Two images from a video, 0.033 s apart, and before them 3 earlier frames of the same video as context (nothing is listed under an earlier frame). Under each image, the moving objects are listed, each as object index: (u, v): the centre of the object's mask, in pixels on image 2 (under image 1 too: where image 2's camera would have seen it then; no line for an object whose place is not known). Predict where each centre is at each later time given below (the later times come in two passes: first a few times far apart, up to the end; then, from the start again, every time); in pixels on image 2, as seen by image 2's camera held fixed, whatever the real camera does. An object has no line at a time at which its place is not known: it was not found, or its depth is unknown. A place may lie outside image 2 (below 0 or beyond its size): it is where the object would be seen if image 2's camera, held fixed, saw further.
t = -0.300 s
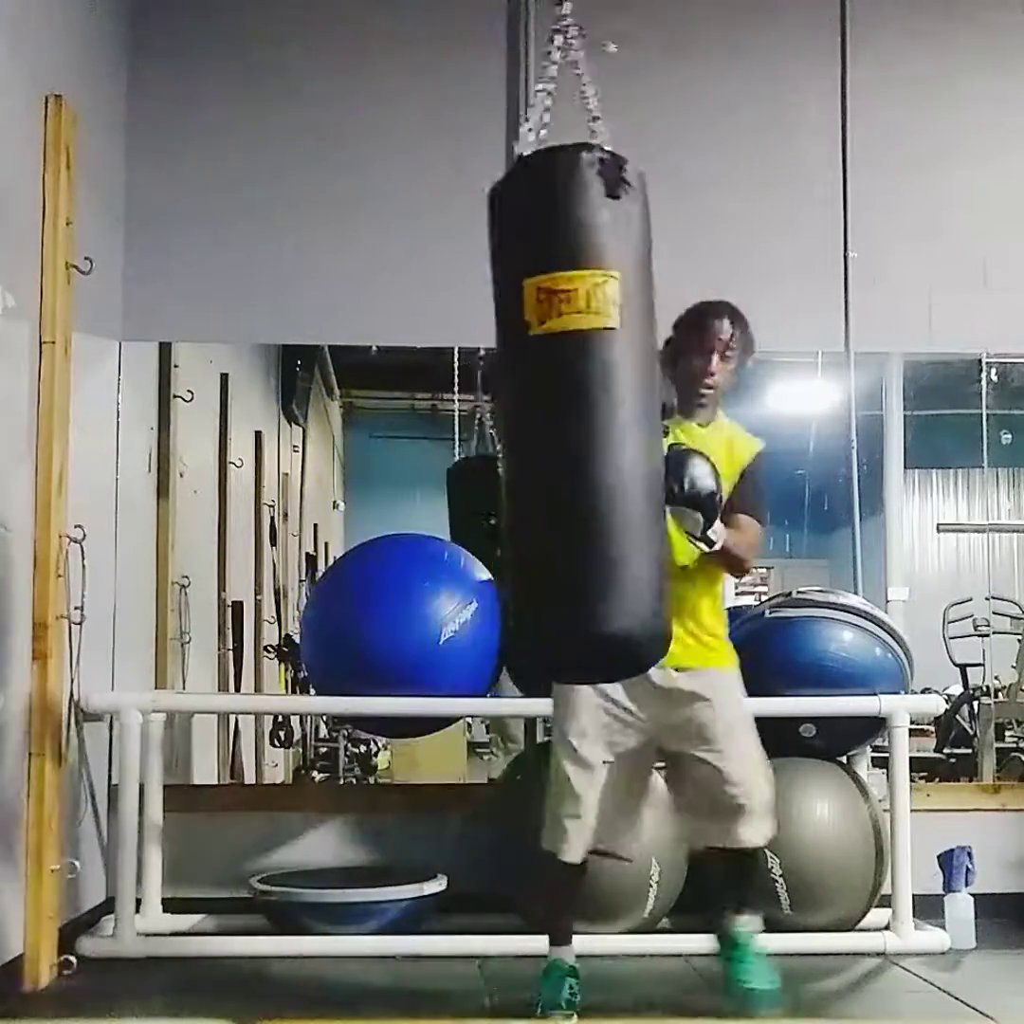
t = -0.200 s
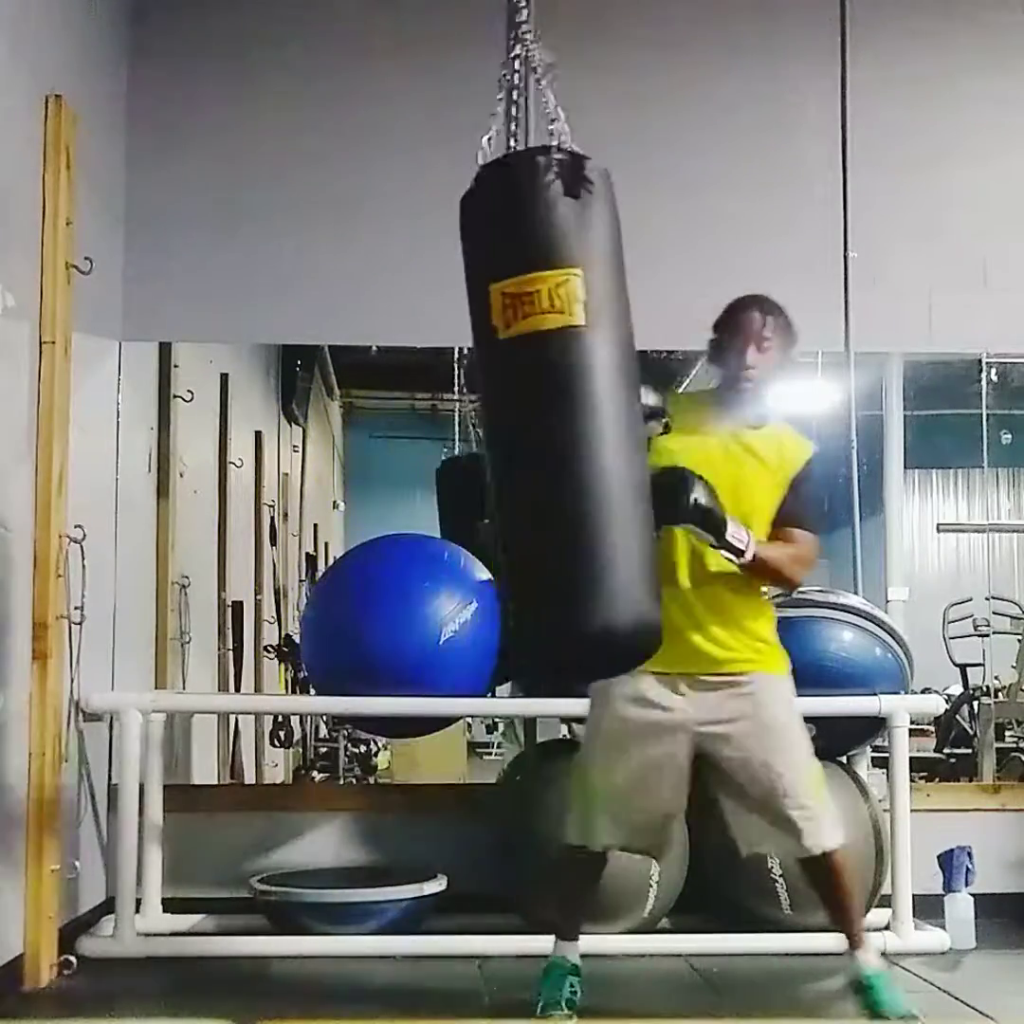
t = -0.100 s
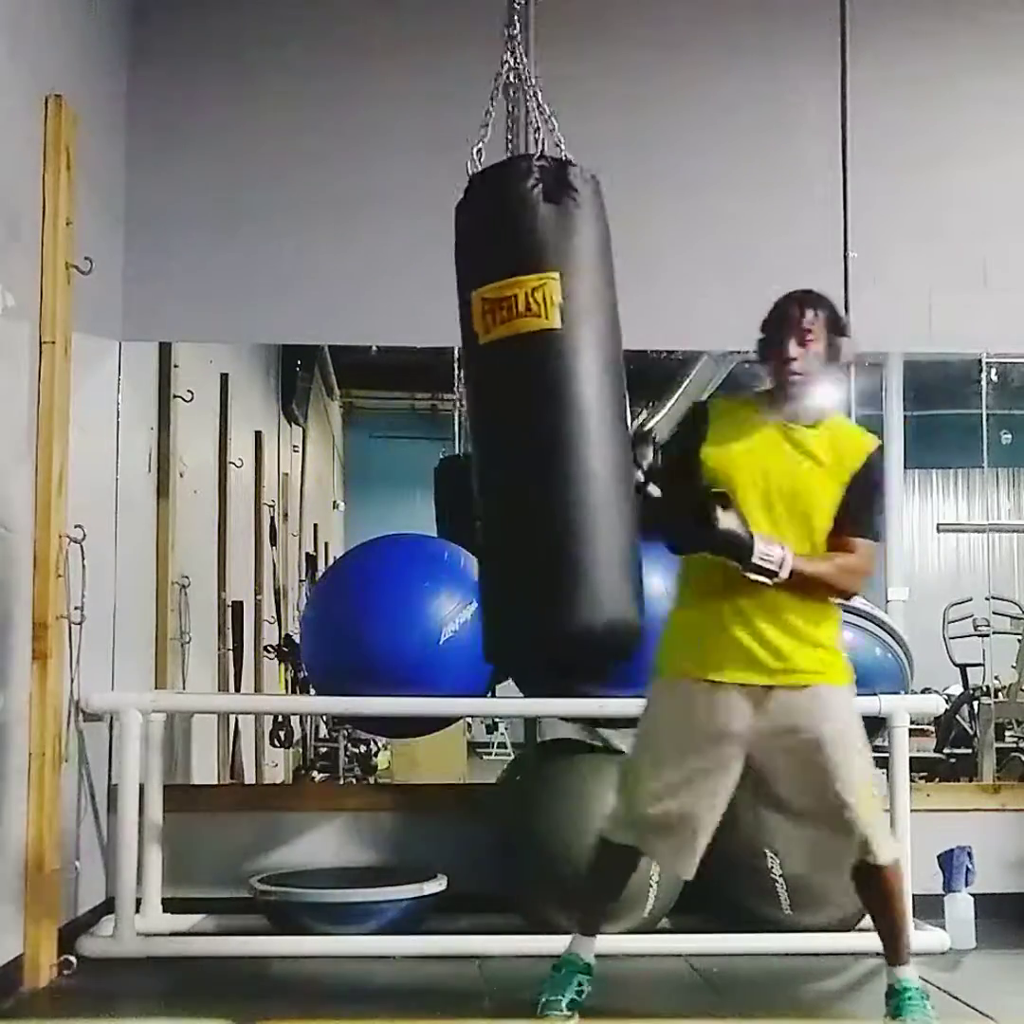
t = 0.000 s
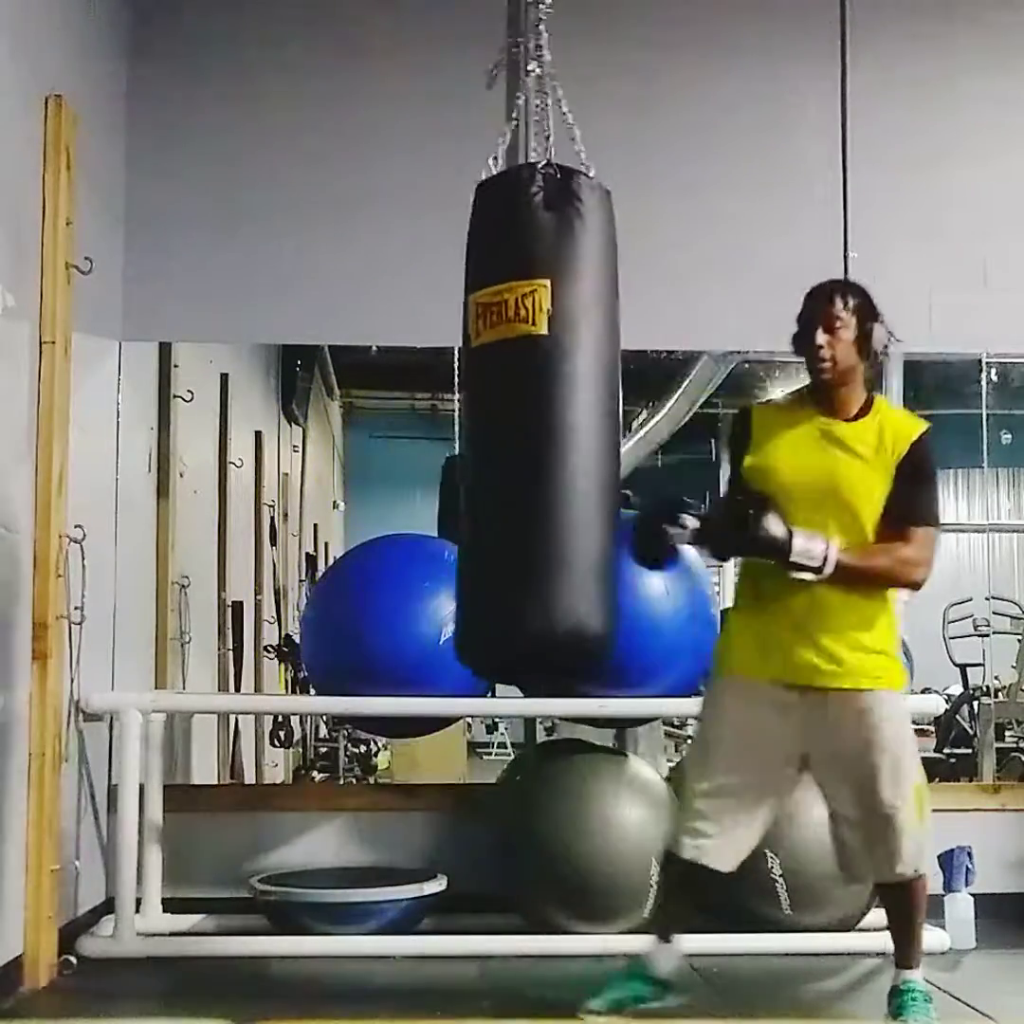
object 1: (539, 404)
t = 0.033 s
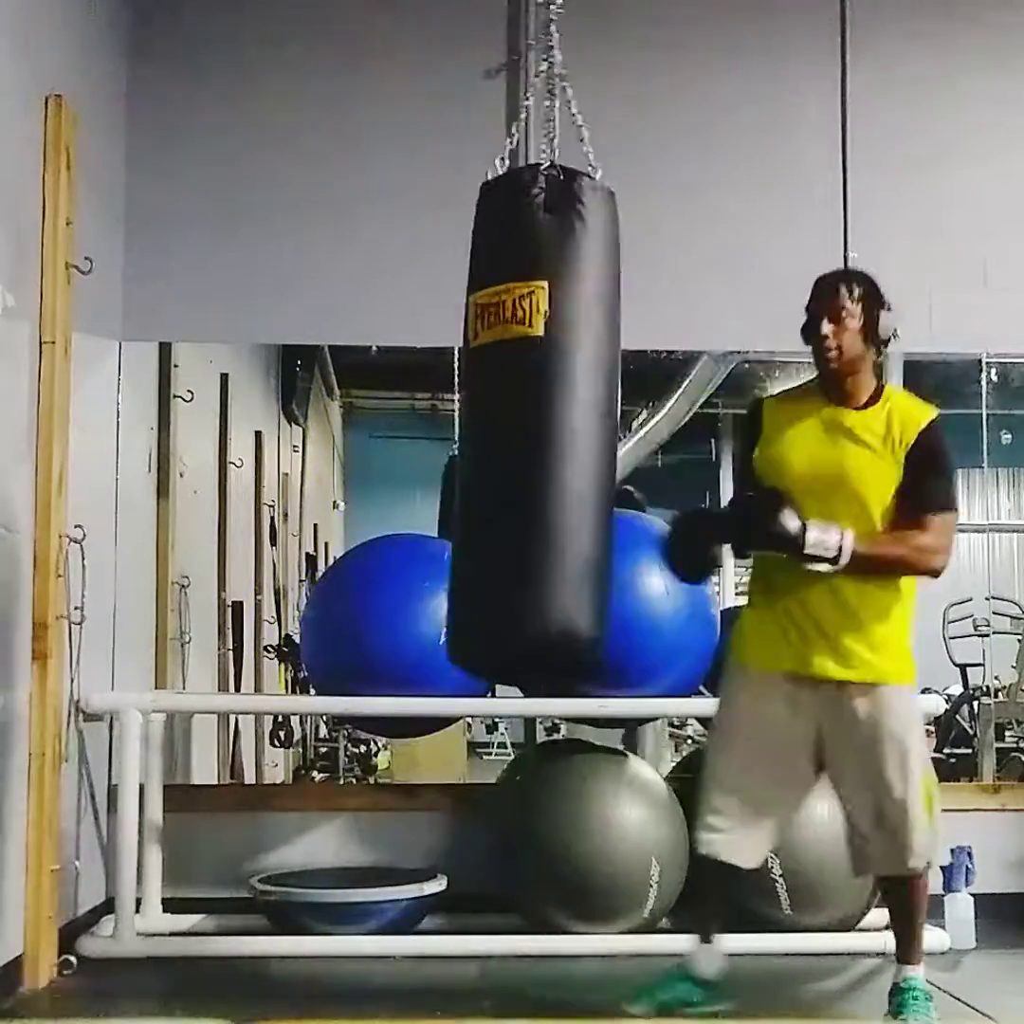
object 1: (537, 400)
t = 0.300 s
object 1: (504, 400)
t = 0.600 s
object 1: (486, 413)
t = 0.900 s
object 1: (488, 412)
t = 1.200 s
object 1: (502, 418)
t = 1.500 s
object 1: (531, 414)
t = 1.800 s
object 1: (562, 428)
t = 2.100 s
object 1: (590, 417)
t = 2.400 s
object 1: (607, 408)
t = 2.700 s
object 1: (601, 391)
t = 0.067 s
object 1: (536, 399)
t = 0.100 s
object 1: (533, 398)
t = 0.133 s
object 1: (530, 396)
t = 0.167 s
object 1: (526, 397)
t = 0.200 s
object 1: (522, 398)
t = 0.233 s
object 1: (516, 399)
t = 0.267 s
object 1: (511, 402)
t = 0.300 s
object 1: (504, 400)
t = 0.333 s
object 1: (498, 400)
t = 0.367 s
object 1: (493, 401)
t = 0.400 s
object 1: (488, 405)
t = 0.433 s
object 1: (485, 407)
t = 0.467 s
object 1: (483, 408)
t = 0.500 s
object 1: (482, 409)
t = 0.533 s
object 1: (483, 412)
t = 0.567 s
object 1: (484, 411)
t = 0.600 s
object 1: (486, 413)
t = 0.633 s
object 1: (487, 413)
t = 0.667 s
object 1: (489, 416)
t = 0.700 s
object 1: (491, 414)
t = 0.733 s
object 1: (492, 413)
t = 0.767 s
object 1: (492, 411)
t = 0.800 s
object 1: (491, 412)
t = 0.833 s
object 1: (490, 411)
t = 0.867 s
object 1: (489, 413)
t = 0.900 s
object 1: (488, 412)
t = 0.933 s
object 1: (486, 414)
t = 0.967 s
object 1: (485, 414)
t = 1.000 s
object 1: (485, 416)
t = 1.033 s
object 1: (485, 418)
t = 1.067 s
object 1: (487, 417)
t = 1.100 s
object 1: (490, 418)
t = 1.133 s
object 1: (493, 419)
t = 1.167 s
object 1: (497, 419)
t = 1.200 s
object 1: (502, 418)
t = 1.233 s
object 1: (507, 420)
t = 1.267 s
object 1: (512, 418)
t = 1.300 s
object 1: (516, 425)
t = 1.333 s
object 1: (520, 415)
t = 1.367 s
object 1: (523, 414)
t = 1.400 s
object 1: (527, 415)
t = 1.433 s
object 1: (529, 414)
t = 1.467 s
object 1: (530, 414)
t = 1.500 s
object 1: (531, 414)
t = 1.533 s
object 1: (533, 414)
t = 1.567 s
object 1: (534, 418)
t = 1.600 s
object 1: (536, 417)
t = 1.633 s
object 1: (539, 417)
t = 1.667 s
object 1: (542, 417)
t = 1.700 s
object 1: (547, 419)
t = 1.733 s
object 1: (551, 419)
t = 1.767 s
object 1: (556, 422)
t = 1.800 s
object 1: (562, 428)
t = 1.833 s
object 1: (567, 428)
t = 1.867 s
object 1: (572, 417)
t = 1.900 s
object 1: (579, 412)
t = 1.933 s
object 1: (582, 410)
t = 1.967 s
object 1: (585, 410)
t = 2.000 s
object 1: (588, 408)
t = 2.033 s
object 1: (589, 409)
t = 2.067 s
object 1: (590, 409)
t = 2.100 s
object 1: (590, 417)
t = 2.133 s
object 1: (590, 411)
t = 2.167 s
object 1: (590, 413)
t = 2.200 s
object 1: (591, 413)
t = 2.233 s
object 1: (594, 409)
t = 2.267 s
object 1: (596, 411)
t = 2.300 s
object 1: (599, 409)
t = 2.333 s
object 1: (602, 409)
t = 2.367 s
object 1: (604, 408)
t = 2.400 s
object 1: (607, 408)
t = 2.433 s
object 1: (610, 406)
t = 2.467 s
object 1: (612, 404)
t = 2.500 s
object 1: (613, 402)
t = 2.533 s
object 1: (613, 400)
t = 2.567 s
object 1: (611, 398)
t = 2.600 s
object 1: (610, 393)
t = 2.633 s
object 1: (607, 392)
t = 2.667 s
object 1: (605, 392)
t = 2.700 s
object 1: (601, 391)
